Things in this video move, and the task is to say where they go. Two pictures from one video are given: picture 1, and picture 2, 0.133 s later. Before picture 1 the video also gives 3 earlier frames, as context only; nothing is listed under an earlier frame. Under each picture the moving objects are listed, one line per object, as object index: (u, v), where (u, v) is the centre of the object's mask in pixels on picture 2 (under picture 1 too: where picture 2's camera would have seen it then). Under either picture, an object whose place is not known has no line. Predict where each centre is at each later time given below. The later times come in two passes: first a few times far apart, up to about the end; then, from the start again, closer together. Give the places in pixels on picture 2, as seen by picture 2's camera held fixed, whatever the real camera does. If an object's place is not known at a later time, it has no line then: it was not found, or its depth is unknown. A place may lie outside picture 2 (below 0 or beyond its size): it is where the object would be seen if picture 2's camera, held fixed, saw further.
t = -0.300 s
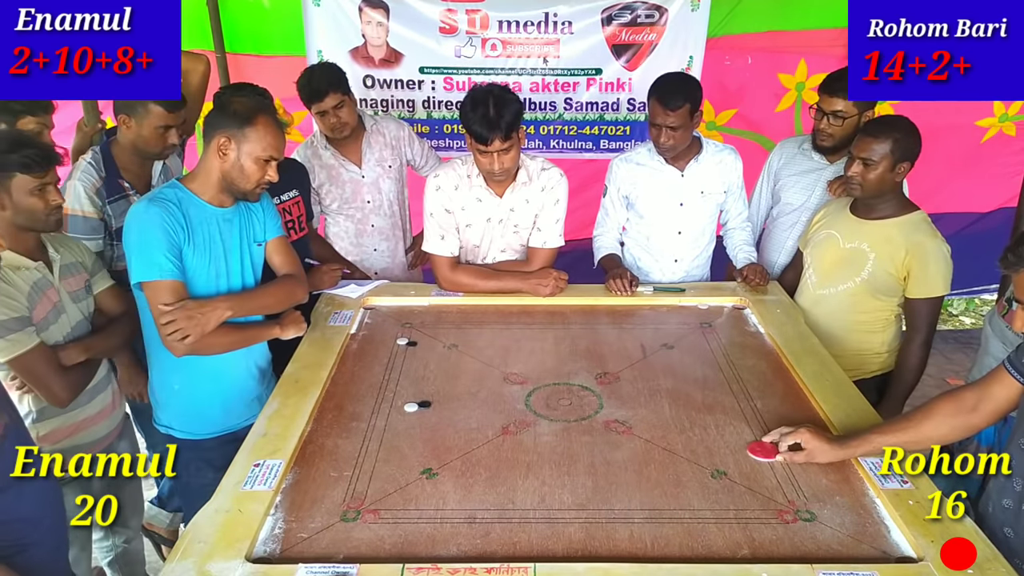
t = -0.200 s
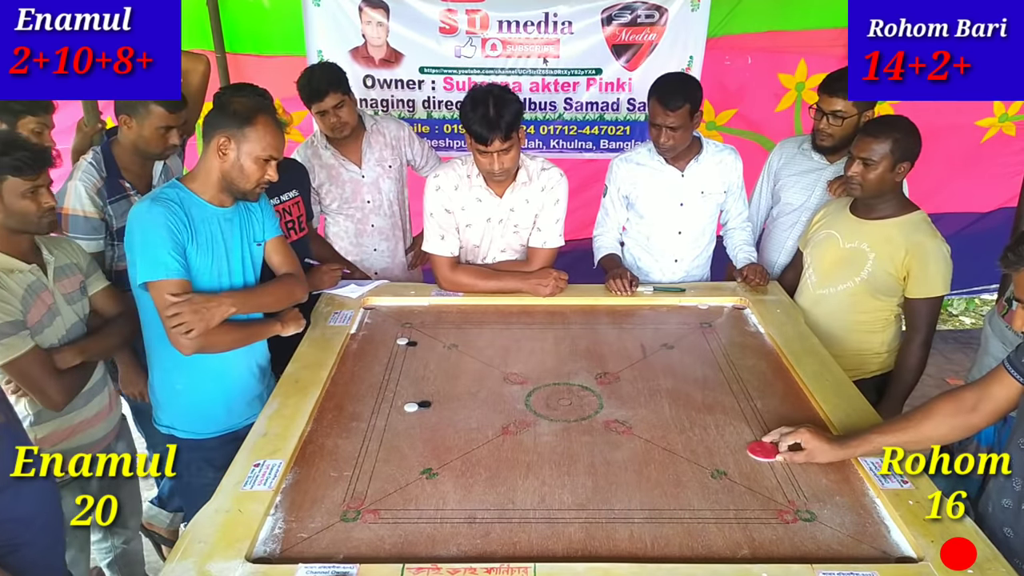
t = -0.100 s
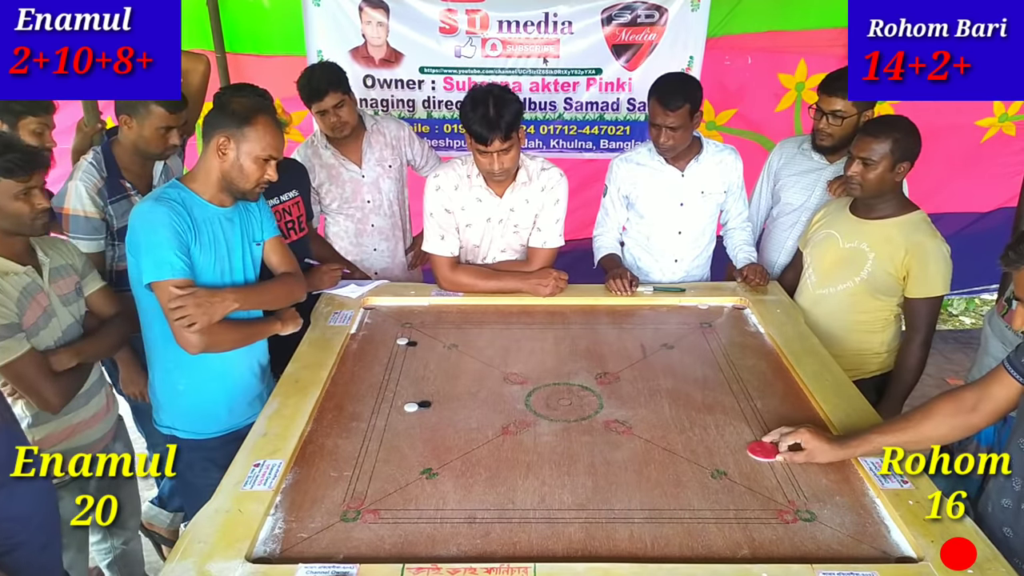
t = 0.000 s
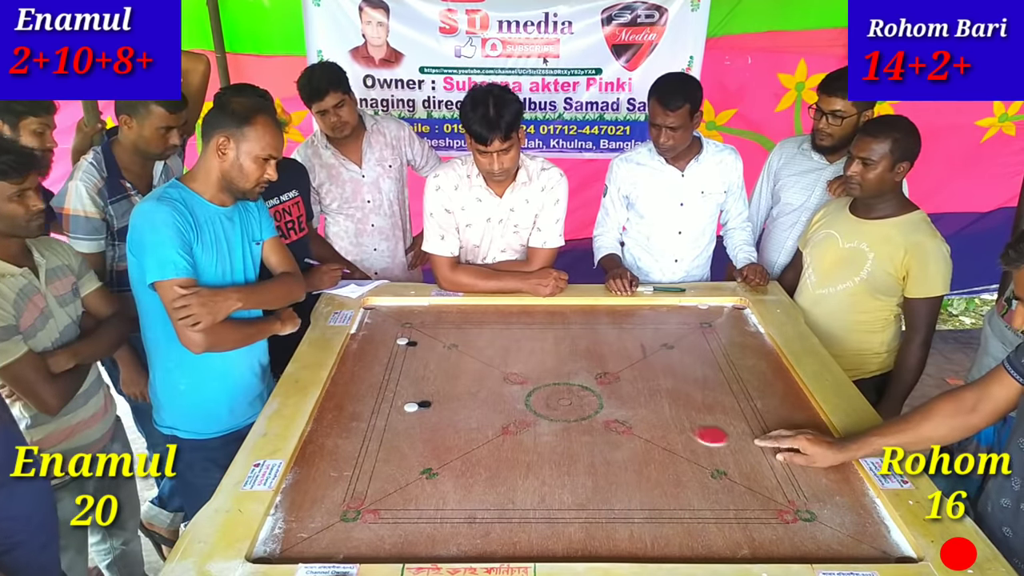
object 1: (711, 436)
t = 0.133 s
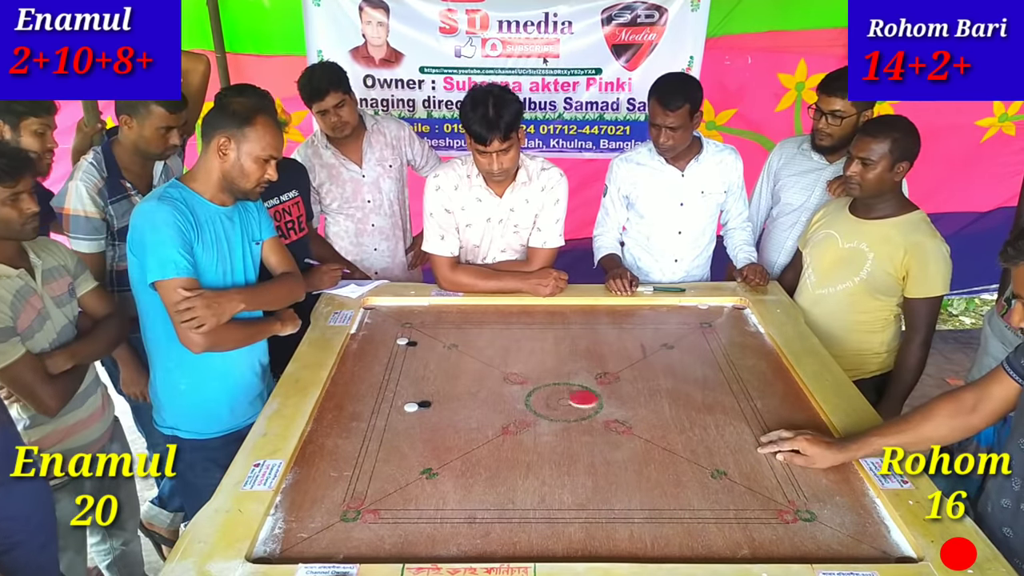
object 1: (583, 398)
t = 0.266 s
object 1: (481, 368)
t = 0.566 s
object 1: (365, 336)
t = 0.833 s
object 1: (414, 331)
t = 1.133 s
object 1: (438, 329)
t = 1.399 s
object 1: (438, 329)
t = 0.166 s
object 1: (556, 391)
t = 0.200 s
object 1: (529, 383)
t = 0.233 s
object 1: (505, 376)
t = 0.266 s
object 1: (481, 368)
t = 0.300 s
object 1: (460, 361)
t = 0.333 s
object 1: (438, 356)
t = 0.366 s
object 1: (421, 350)
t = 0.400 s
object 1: (408, 347)
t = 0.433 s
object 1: (395, 345)
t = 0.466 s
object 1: (385, 342)
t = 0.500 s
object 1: (374, 340)
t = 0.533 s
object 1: (364, 338)
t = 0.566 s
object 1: (365, 336)
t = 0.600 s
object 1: (373, 335)
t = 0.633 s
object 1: (380, 334)
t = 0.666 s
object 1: (386, 334)
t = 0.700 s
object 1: (394, 333)
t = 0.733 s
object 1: (398, 332)
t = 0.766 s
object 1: (405, 331)
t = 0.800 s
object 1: (409, 331)
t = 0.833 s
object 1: (414, 331)
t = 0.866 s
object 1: (419, 330)
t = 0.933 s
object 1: (426, 329)
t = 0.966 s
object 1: (428, 329)
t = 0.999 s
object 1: (432, 329)
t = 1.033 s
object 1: (434, 329)
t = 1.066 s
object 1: (435, 329)
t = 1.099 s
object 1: (437, 329)
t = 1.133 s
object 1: (438, 329)
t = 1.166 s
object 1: (438, 329)
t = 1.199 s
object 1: (438, 329)
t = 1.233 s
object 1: (438, 329)
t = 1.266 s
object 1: (438, 329)
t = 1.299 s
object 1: (438, 329)
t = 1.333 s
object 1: (438, 329)
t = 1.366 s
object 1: (438, 329)
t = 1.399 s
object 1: (438, 329)
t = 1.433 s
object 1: (438, 329)
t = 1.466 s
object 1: (438, 329)
